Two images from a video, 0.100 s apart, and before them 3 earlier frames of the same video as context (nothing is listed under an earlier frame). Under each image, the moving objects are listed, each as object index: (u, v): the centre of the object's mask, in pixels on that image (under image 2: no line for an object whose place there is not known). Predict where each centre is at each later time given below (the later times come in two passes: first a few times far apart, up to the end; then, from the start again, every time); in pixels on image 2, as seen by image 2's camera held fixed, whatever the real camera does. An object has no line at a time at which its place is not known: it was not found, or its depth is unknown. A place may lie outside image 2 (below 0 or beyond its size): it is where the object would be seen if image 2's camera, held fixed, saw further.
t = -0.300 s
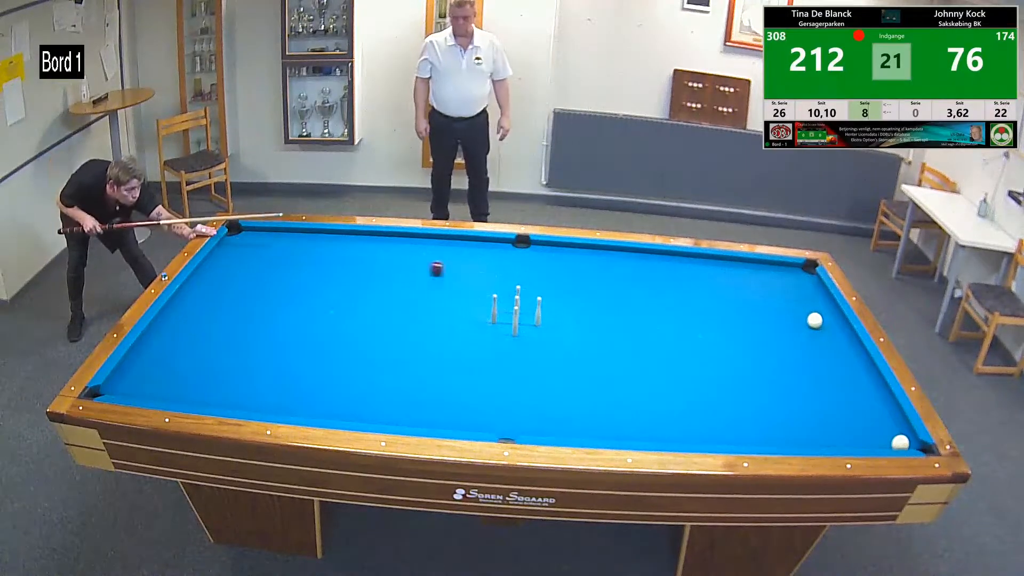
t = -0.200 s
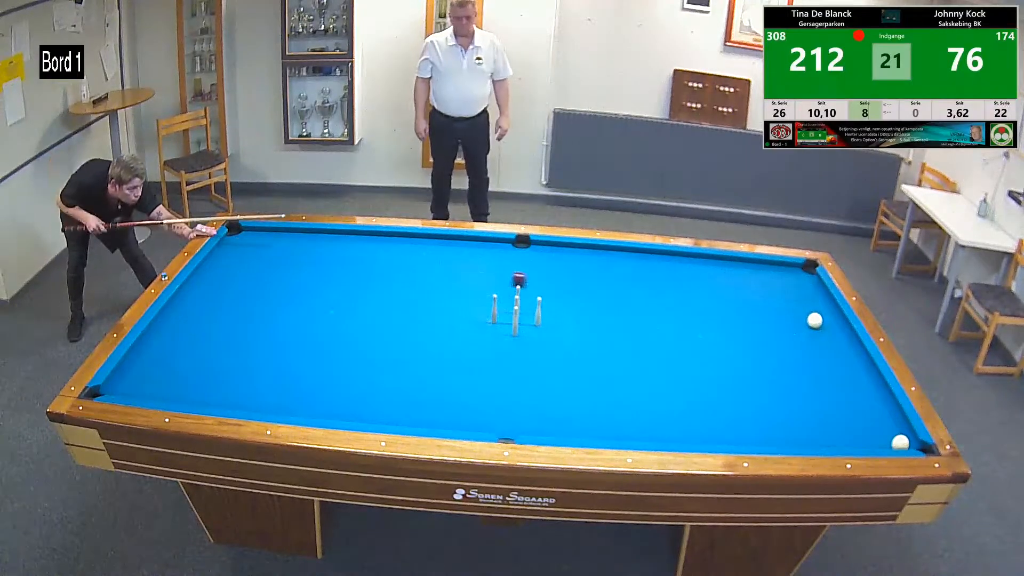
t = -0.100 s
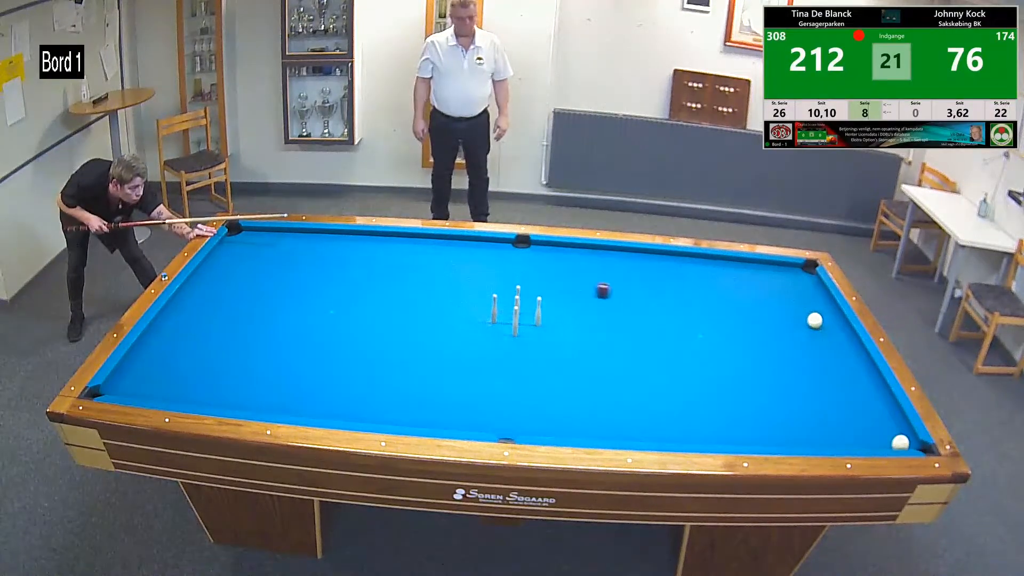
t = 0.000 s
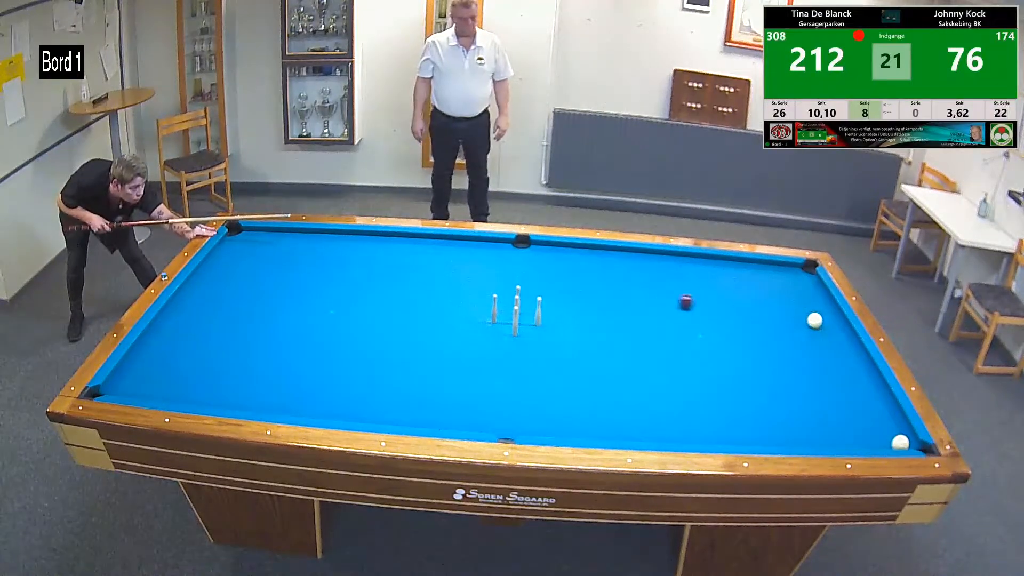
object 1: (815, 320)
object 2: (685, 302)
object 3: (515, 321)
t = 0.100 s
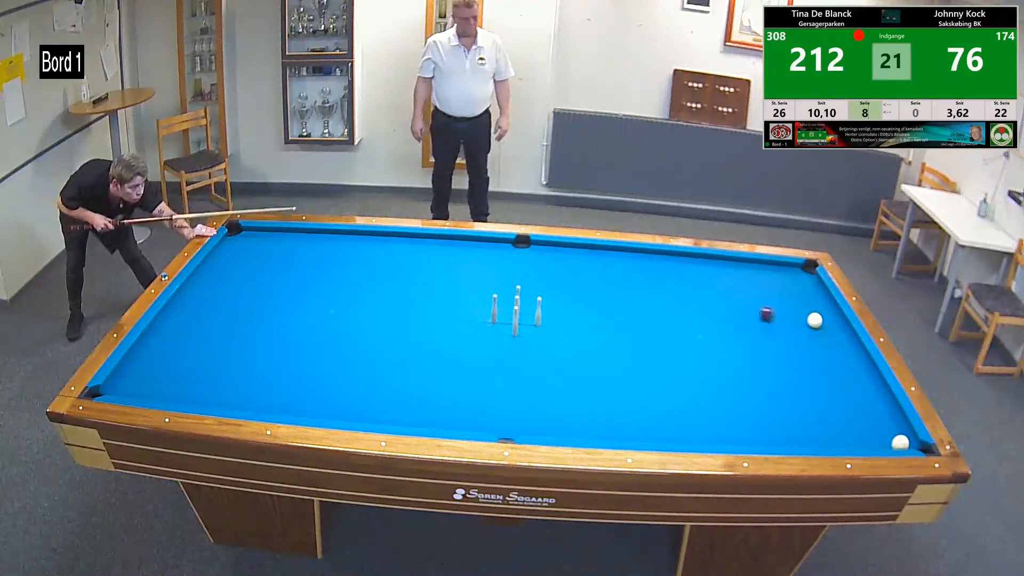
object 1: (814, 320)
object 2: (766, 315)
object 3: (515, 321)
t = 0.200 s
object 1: (846, 326)
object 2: (803, 319)
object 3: (515, 321)
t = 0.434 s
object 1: (742, 327)
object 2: (825, 320)
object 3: (515, 321)
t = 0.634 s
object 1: (658, 328)
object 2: (829, 317)
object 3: (515, 320)
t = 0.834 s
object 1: (570, 329)
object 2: (803, 309)
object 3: (515, 320)
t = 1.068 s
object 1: (466, 331)
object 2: (774, 301)
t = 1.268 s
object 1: (378, 334)
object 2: (749, 294)
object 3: (385, 306)
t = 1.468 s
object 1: (291, 336)
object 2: (725, 287)
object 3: (335, 302)
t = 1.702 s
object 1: (197, 338)
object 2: (698, 279)
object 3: (306, 299)
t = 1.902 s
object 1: (154, 341)
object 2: (675, 273)
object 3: (292, 295)
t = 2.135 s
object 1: (207, 348)
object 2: (649, 265)
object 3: (273, 295)
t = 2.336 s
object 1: (249, 354)
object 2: (627, 260)
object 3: (259, 297)
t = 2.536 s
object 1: (294, 360)
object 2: (607, 254)
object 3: (246, 300)
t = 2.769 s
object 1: (349, 367)
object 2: (583, 248)
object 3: (234, 305)
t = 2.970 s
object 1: (398, 373)
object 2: (568, 248)
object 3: (226, 311)
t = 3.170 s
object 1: (448, 379)
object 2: (554, 249)
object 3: (221, 316)
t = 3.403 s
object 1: (507, 386)
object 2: (538, 251)
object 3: (217, 322)
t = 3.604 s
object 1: (557, 391)
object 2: (524, 252)
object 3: (216, 326)
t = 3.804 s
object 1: (608, 396)
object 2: (510, 253)
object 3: (215, 330)
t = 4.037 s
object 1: (664, 402)
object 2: (496, 255)
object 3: (216, 334)
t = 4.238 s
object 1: (710, 406)
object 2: (482, 256)
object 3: (217, 336)
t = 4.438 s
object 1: (755, 411)
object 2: (470, 257)
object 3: (219, 338)
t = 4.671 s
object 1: (802, 415)
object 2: (456, 258)
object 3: (220, 339)
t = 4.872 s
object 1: (841, 419)
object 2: (444, 259)
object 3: (220, 340)
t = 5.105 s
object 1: (884, 422)
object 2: (431, 261)
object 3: (221, 340)
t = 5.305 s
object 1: (895, 423)
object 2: (421, 262)
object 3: (221, 340)
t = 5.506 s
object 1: (876, 424)
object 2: (410, 263)
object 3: (221, 340)
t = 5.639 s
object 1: (863, 424)
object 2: (404, 264)
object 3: (221, 340)
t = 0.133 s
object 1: (815, 320)
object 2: (793, 318)
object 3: (515, 321)
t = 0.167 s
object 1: (830, 323)
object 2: (802, 319)
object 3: (515, 321)
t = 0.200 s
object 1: (846, 326)
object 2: (803, 319)
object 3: (515, 321)
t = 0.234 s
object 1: (830, 326)
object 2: (804, 319)
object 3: (515, 321)
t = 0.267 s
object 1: (815, 326)
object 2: (805, 318)
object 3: (515, 321)
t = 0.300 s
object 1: (800, 327)
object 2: (810, 318)
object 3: (515, 321)
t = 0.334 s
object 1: (785, 327)
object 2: (812, 319)
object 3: (515, 321)
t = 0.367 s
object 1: (771, 327)
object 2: (816, 319)
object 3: (515, 321)
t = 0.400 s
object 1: (756, 327)
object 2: (820, 319)
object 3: (515, 321)
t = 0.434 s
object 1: (742, 327)
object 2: (825, 320)
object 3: (515, 321)
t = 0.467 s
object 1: (728, 328)
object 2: (830, 320)
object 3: (515, 321)
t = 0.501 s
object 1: (714, 328)
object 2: (836, 321)
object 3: (515, 321)
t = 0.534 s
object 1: (700, 328)
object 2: (844, 322)
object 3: (515, 321)
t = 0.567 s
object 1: (687, 328)
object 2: (840, 320)
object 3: (515, 321)
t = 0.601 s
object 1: (673, 328)
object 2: (834, 319)
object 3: (515, 321)
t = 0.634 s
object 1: (658, 328)
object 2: (829, 317)
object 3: (515, 320)
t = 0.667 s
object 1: (644, 329)
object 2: (824, 316)
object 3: (515, 320)
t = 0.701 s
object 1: (630, 329)
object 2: (820, 315)
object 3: (515, 320)
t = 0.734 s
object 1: (615, 329)
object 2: (816, 313)
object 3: (515, 320)
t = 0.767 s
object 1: (600, 329)
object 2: (812, 312)
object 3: (515, 321)
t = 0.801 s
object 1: (585, 329)
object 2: (808, 311)
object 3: (515, 320)
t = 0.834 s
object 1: (570, 329)
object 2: (803, 309)
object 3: (515, 320)
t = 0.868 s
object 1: (555, 330)
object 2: (799, 308)
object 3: (515, 320)
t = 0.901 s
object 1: (540, 330)
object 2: (795, 307)
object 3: (515, 320)
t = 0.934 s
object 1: (524, 330)
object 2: (791, 306)
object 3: (515, 315)
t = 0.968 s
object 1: (510, 330)
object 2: (786, 305)
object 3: (500, 318)
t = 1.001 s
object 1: (495, 331)
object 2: (782, 304)
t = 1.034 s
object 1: (480, 331)
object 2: (778, 302)
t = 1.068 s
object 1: (466, 331)
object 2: (774, 301)
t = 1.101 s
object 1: (451, 332)
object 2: (770, 300)
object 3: (443, 312)
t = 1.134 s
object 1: (436, 332)
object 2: (766, 298)
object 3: (429, 312)
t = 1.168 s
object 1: (421, 333)
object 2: (761, 297)
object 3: (417, 310)
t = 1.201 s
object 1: (407, 333)
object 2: (757, 296)
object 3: (406, 306)
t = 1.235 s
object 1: (392, 333)
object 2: (753, 295)
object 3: (395, 305)
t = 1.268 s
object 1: (378, 334)
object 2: (749, 294)
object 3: (385, 306)
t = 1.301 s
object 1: (363, 334)
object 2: (745, 292)
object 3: (375, 305)
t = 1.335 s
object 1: (348, 334)
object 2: (741, 291)
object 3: (367, 304)
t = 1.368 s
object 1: (334, 335)
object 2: (737, 290)
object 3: (357, 303)
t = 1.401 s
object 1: (319, 335)
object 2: (733, 289)
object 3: (350, 303)
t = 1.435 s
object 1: (305, 336)
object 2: (729, 288)
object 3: (342, 302)
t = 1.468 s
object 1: (291, 336)
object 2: (725, 287)
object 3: (335, 302)
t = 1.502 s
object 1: (277, 336)
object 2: (721, 286)
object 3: (329, 302)
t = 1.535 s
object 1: (263, 336)
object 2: (717, 284)
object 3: (323, 302)
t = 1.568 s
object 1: (250, 337)
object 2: (713, 283)
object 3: (318, 301)
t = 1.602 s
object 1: (237, 337)
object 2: (709, 282)
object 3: (314, 301)
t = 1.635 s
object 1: (223, 337)
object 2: (705, 281)
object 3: (311, 301)
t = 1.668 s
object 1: (211, 338)
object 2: (701, 280)
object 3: (308, 300)
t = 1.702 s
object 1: (197, 338)
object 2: (698, 279)
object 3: (306, 299)
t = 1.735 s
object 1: (185, 339)
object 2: (694, 278)
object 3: (304, 298)
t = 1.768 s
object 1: (173, 339)
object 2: (690, 277)
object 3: (301, 298)
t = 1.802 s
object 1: (160, 339)
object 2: (686, 276)
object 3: (299, 297)
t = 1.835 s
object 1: (148, 339)
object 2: (682, 274)
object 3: (297, 296)
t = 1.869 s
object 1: (145, 340)
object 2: (678, 274)
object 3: (294, 296)
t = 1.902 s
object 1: (154, 341)
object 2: (675, 273)
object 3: (292, 295)
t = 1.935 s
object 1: (163, 342)
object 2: (671, 272)
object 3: (289, 295)
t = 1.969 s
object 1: (171, 343)
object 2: (667, 271)
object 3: (286, 295)
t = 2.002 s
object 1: (179, 344)
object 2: (663, 270)
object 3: (284, 295)
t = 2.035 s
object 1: (186, 345)
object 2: (660, 268)
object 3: (281, 294)
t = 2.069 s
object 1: (193, 346)
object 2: (656, 267)
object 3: (279, 295)
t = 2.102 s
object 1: (200, 347)
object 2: (652, 266)
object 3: (276, 294)
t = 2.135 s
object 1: (207, 348)
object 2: (649, 265)
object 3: (273, 295)
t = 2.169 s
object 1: (214, 349)
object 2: (645, 264)
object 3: (271, 295)
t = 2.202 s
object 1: (220, 350)
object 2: (641, 264)
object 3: (268, 295)
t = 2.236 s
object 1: (228, 351)
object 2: (638, 263)
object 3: (266, 295)
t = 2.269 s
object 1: (235, 351)
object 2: (634, 262)
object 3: (263, 296)
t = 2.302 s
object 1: (242, 353)
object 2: (631, 261)
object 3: (261, 296)
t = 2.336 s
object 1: (249, 354)
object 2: (627, 260)
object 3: (259, 297)
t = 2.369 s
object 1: (257, 355)
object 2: (624, 258)
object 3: (257, 297)
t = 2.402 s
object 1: (264, 356)
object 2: (620, 257)
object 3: (254, 298)
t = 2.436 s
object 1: (271, 357)
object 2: (617, 257)
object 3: (252, 298)
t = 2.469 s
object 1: (279, 358)
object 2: (613, 256)
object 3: (250, 299)
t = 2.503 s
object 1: (287, 359)
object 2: (610, 255)
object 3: (248, 300)
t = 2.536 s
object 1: (294, 360)
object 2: (607, 254)
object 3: (246, 300)
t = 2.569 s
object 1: (302, 361)
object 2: (603, 253)
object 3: (244, 301)
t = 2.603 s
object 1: (310, 362)
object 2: (600, 252)
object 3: (242, 302)
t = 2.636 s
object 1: (317, 363)
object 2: (596, 251)
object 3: (240, 302)
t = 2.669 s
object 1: (325, 364)
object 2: (593, 250)
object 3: (238, 303)
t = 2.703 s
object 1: (334, 365)
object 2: (590, 250)
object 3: (237, 304)
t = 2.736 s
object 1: (341, 366)
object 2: (586, 249)
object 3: (235, 305)
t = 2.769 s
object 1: (349, 367)
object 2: (583, 248)
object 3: (234, 305)
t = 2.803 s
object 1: (357, 368)
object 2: (581, 248)
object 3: (232, 307)
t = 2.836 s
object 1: (365, 369)
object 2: (578, 248)
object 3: (231, 307)
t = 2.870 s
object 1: (374, 370)
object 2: (575, 248)
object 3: (230, 308)
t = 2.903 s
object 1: (382, 371)
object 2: (573, 248)
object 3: (228, 309)
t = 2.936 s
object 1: (390, 372)
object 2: (571, 248)
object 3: (227, 310)
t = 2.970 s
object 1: (398, 373)
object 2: (568, 248)
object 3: (226, 311)
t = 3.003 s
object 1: (407, 374)
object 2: (566, 248)
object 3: (225, 312)
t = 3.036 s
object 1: (415, 375)
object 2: (564, 249)
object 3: (224, 313)
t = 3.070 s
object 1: (423, 376)
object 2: (561, 248)
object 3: (223, 313)
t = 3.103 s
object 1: (431, 377)
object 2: (559, 249)
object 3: (222, 314)
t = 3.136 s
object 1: (440, 378)
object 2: (556, 249)
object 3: (221, 315)
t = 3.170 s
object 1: (448, 379)
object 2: (554, 249)
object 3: (221, 316)
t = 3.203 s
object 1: (457, 380)
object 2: (552, 249)
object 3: (220, 317)
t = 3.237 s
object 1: (465, 381)
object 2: (550, 250)
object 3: (219, 318)
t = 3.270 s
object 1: (473, 382)
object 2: (547, 250)
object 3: (219, 319)
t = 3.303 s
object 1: (482, 383)
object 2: (545, 250)
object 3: (219, 319)
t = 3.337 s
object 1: (490, 384)
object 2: (542, 250)
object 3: (218, 320)
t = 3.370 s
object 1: (499, 384)
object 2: (540, 251)
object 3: (217, 321)
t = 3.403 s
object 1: (507, 386)
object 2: (538, 251)
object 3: (217, 322)
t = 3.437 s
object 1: (516, 386)
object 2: (535, 251)
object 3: (217, 323)
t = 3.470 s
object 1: (524, 387)
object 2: (534, 251)
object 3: (217, 323)
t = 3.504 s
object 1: (532, 389)
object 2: (531, 251)
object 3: (216, 324)
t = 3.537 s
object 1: (541, 390)
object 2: (529, 252)
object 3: (216, 325)
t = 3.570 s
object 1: (549, 390)
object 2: (526, 252)
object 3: (216, 326)
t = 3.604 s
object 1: (557, 391)
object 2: (524, 252)
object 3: (216, 326)
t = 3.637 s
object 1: (566, 392)
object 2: (522, 252)
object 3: (216, 327)
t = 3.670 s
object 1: (574, 393)
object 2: (520, 252)
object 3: (215, 328)
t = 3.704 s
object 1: (583, 394)
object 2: (518, 253)
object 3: (215, 328)
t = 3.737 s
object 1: (591, 395)
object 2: (515, 253)
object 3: (215, 329)
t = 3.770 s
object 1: (599, 395)
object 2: (513, 253)
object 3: (215, 329)
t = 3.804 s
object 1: (608, 396)
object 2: (510, 253)
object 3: (215, 330)
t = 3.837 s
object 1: (616, 397)
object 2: (508, 253)
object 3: (216, 330)
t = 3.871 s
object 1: (624, 398)
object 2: (507, 254)
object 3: (216, 331)
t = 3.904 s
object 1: (632, 399)
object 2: (504, 254)
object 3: (216, 332)
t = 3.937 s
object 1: (640, 399)
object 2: (502, 254)
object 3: (216, 332)
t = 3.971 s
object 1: (648, 401)
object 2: (500, 254)
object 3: (216, 333)
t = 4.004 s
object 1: (656, 401)
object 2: (498, 254)
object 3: (216, 333)
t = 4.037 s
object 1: (664, 402)
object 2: (496, 255)
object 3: (216, 334)
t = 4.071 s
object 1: (671, 403)
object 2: (493, 255)
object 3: (217, 334)
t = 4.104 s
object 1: (679, 403)
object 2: (491, 255)
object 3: (217, 334)
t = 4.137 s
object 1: (687, 404)
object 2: (489, 255)
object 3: (217, 335)
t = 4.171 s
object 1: (695, 405)
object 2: (487, 255)
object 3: (217, 335)
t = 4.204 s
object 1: (702, 406)
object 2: (484, 256)
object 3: (217, 335)
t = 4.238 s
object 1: (710, 406)
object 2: (482, 256)
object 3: (217, 336)
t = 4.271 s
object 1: (718, 407)
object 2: (480, 256)
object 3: (218, 336)
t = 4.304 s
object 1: (725, 408)
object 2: (479, 256)
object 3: (218, 337)
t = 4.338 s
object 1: (732, 409)
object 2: (476, 256)
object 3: (218, 337)
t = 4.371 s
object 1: (740, 409)
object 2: (474, 256)
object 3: (218, 337)
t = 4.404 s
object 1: (747, 410)
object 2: (472, 257)
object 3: (219, 337)
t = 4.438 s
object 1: (755, 411)
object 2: (470, 257)
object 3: (219, 338)
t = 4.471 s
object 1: (761, 411)
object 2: (468, 257)
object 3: (219, 338)
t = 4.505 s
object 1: (769, 412)
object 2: (466, 257)
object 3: (219, 338)
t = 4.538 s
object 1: (776, 413)
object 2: (464, 257)
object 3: (219, 338)
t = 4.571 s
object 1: (782, 413)
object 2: (462, 258)
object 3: (219, 338)
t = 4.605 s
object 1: (789, 414)
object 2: (460, 258)
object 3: (219, 339)
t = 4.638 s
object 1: (796, 415)
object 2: (458, 258)
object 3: (220, 339)
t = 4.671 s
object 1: (802, 415)
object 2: (456, 258)
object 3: (220, 339)
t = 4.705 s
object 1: (809, 416)
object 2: (454, 258)
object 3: (220, 339)
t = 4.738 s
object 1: (816, 417)
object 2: (452, 259)
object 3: (220, 339)
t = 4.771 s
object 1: (822, 417)
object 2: (450, 259)
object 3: (220, 339)
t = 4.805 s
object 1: (829, 417)
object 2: (448, 259)
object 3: (220, 339)
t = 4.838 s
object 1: (835, 418)
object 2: (446, 259)
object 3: (220, 340)
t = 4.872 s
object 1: (841, 419)
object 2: (444, 259)
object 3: (220, 340)
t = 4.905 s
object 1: (848, 419)
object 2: (443, 259)
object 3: (221, 340)
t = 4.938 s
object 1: (854, 420)
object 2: (441, 259)
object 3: (221, 340)
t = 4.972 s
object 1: (860, 420)
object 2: (439, 260)
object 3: (221, 340)
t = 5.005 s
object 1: (866, 421)
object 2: (437, 260)
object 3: (221, 340)
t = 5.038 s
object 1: (872, 421)
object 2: (435, 260)
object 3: (221, 340)
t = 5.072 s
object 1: (878, 421)
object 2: (433, 260)
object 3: (221, 340)
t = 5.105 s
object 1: (884, 422)
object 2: (431, 261)
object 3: (221, 340)
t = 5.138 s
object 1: (890, 422)
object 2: (430, 261)
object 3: (220, 340)
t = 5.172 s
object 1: (895, 423)
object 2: (428, 261)
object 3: (221, 340)
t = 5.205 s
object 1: (901, 423)
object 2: (426, 261)
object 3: (221, 340)
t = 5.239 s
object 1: (903, 423)
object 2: (424, 261)
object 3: (221, 340)
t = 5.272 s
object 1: (899, 423)
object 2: (422, 262)
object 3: (221, 340)
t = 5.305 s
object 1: (895, 423)
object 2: (421, 262)
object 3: (221, 340)
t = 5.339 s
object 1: (892, 423)
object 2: (419, 262)
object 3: (221, 340)
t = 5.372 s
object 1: (889, 423)
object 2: (417, 262)
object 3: (221, 340)
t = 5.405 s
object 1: (886, 423)
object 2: (416, 263)
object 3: (221, 340)
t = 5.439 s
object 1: (883, 423)
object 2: (414, 263)
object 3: (221, 340)
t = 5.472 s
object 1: (879, 424)
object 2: (412, 263)
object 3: (221, 340)
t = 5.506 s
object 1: (876, 424)
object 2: (410, 263)
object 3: (221, 340)
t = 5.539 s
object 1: (873, 424)
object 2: (409, 263)
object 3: (221, 340)
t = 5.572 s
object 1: (870, 423)
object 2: (407, 264)
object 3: (221, 340)
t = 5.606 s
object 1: (866, 424)
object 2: (405, 264)
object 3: (221, 340)
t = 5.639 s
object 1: (863, 424)
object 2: (404, 264)
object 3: (221, 340)
